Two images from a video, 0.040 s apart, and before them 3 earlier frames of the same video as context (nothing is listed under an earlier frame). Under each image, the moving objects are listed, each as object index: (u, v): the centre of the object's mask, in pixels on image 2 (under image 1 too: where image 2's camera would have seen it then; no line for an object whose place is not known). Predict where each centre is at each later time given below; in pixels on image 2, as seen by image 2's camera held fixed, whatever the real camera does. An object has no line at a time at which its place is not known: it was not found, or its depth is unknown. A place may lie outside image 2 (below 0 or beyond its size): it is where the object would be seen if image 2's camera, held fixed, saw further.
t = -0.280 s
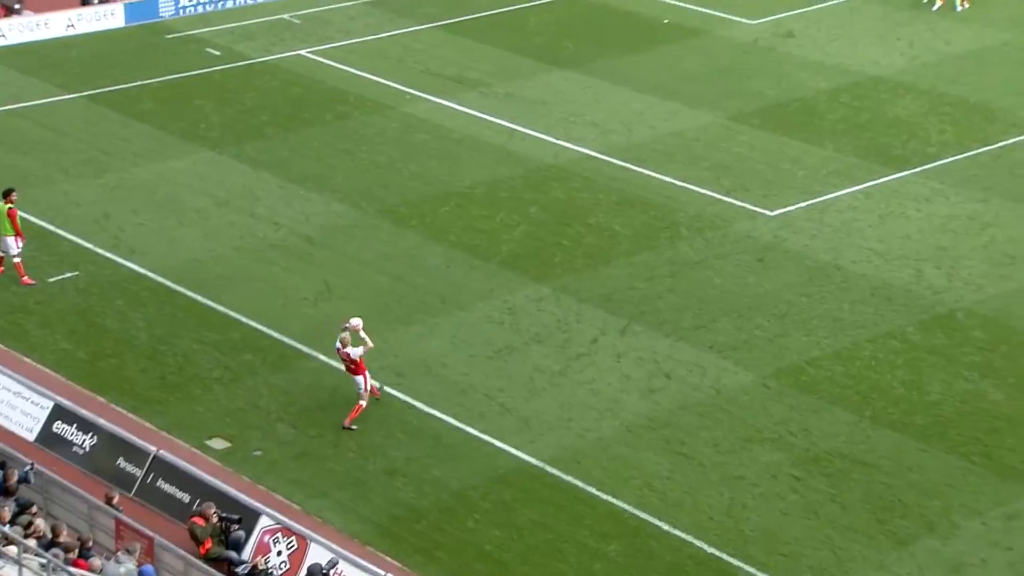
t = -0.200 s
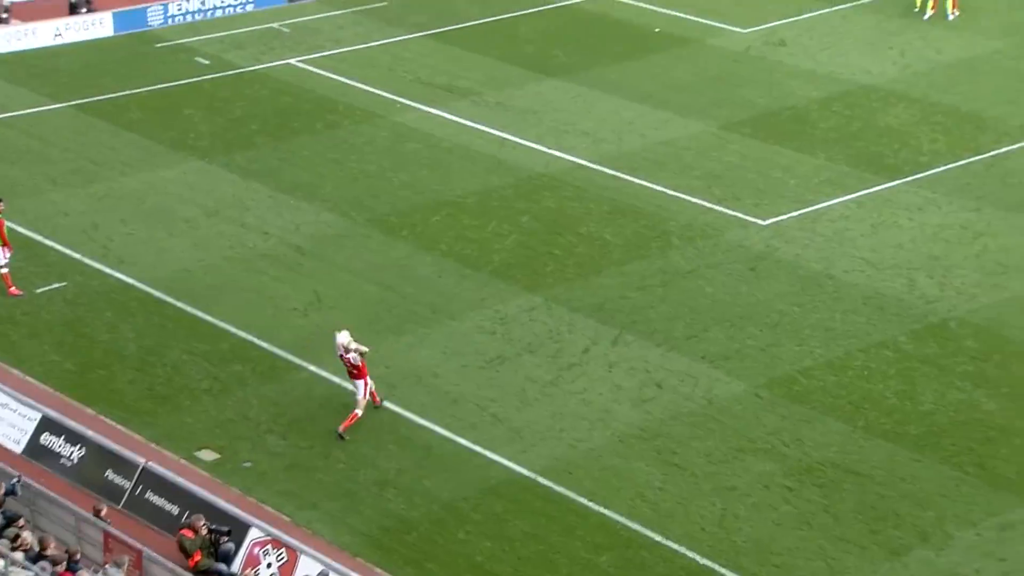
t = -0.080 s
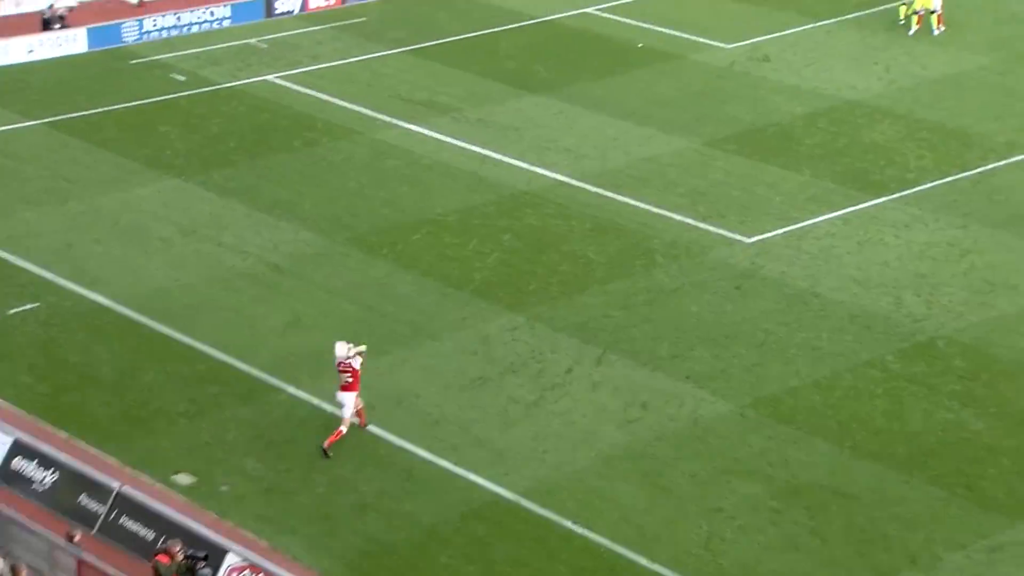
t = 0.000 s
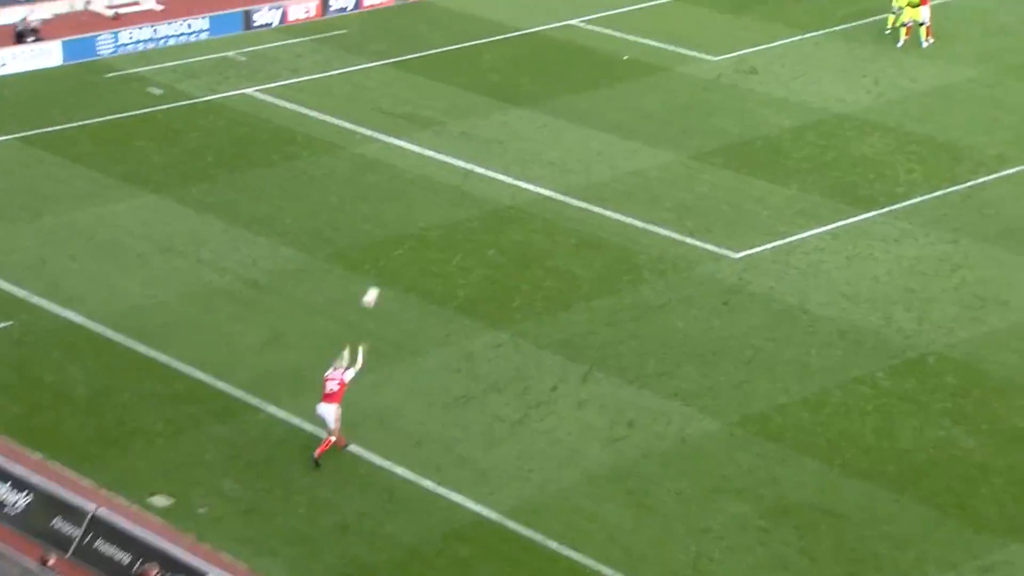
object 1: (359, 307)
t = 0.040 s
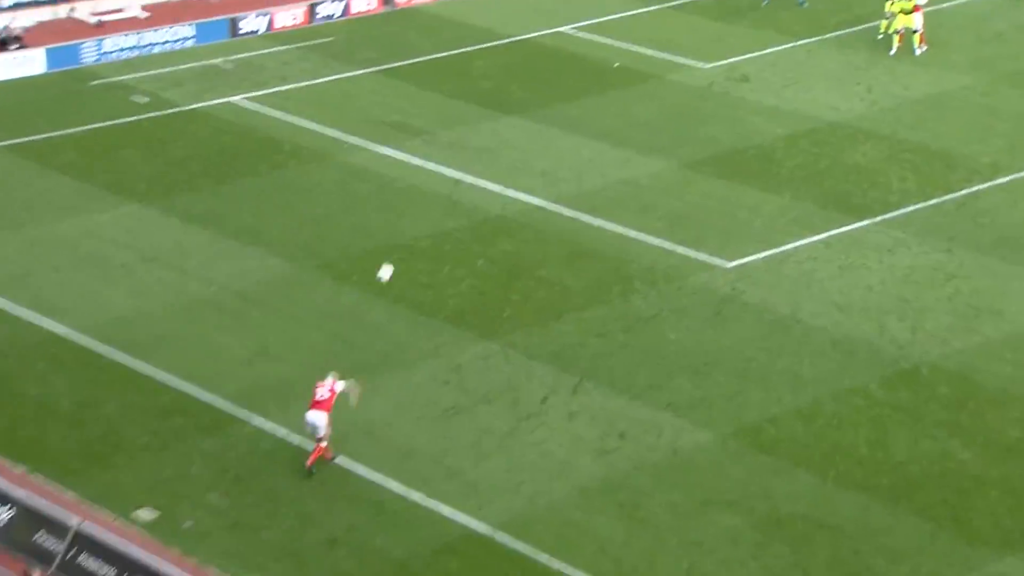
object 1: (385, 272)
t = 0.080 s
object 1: (410, 240)
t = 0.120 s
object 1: (434, 208)
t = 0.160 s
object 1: (457, 178)
